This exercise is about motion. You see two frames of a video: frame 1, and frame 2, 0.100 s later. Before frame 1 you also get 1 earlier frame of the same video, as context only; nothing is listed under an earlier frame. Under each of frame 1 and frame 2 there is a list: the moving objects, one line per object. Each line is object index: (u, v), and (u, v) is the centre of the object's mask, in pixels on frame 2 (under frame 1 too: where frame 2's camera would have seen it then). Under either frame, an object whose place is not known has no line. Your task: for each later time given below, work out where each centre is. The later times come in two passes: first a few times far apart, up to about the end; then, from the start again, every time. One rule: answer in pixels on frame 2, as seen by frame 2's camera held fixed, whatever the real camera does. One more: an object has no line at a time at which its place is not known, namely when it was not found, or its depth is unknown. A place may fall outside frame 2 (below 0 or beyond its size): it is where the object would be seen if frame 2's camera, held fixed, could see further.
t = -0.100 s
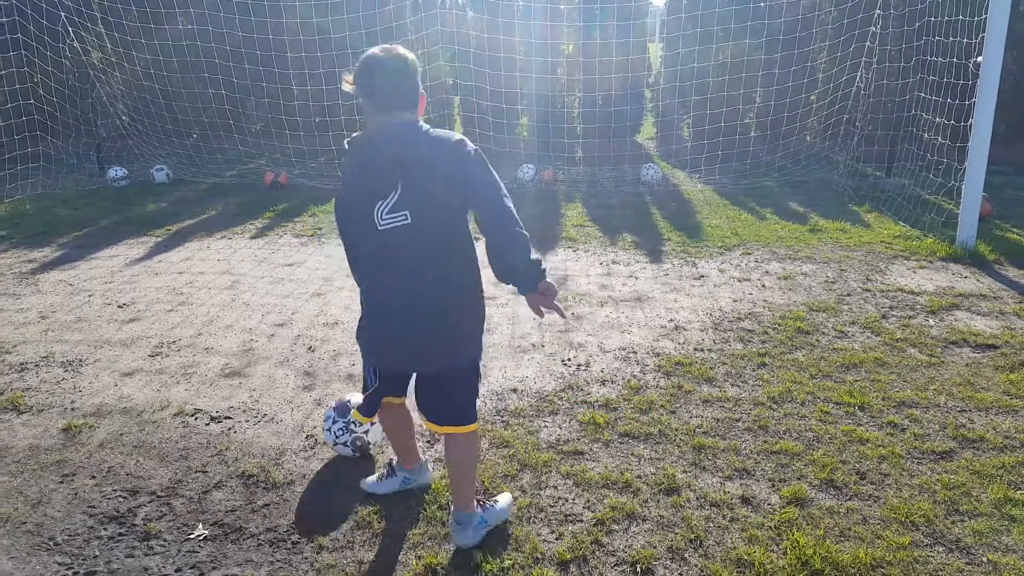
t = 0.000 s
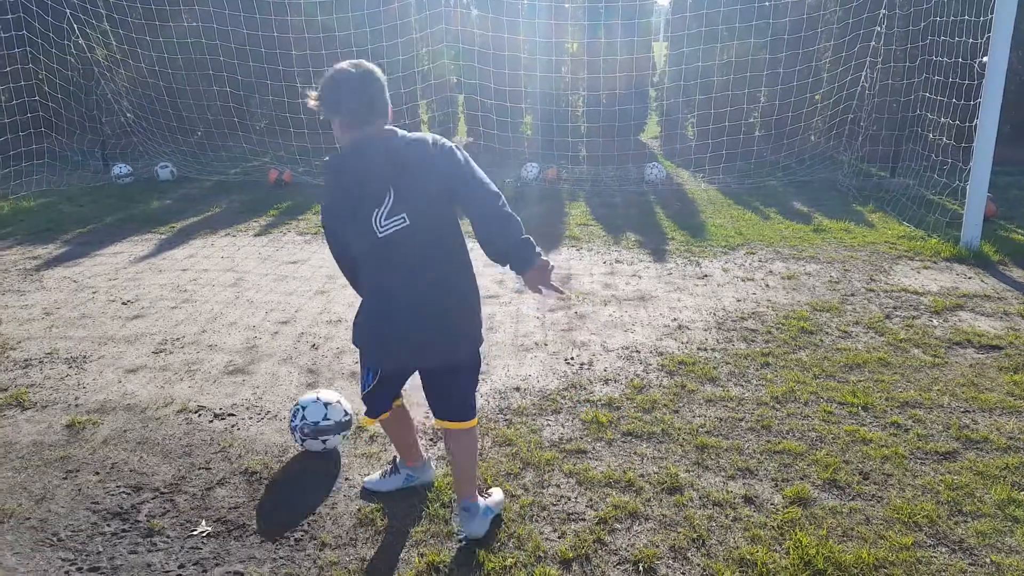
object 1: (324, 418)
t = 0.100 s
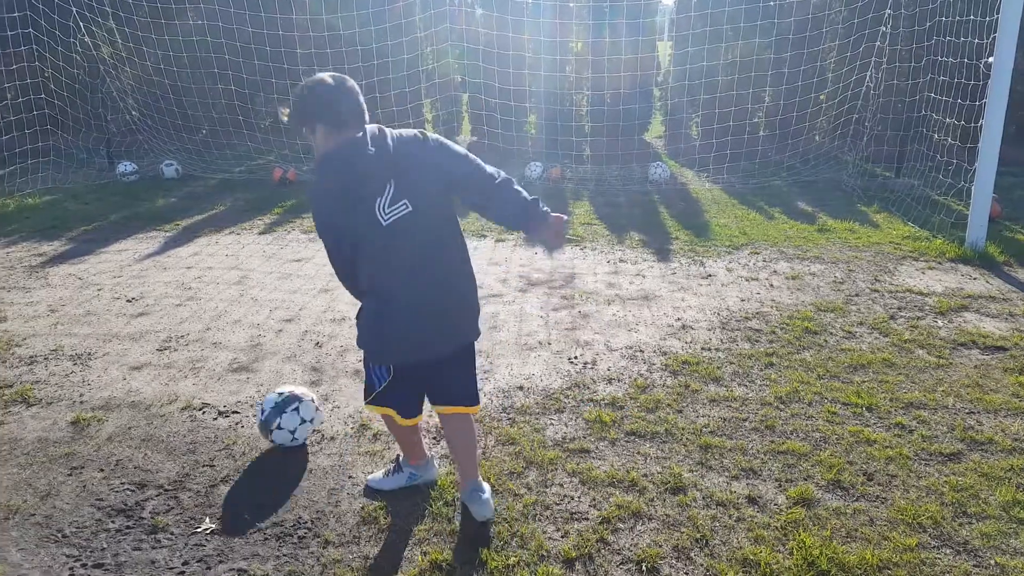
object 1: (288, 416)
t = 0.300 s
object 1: (224, 412)
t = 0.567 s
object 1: (143, 410)
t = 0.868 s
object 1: (56, 406)
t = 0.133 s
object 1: (278, 415)
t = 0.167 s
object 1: (266, 414)
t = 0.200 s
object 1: (255, 415)
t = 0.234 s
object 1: (245, 413)
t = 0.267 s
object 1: (235, 414)
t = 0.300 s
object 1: (224, 412)
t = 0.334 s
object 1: (213, 412)
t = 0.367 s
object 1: (203, 412)
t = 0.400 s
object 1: (193, 411)
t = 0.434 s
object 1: (183, 410)
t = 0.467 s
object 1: (173, 410)
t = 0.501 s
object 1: (164, 410)
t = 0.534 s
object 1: (153, 410)
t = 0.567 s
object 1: (143, 410)
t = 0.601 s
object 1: (133, 410)
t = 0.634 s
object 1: (122, 409)
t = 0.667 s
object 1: (113, 409)
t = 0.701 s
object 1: (102, 407)
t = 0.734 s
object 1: (94, 407)
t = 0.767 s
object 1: (84, 407)
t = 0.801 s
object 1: (75, 407)
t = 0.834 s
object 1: (65, 406)
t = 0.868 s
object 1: (56, 406)
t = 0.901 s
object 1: (47, 405)
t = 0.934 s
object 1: (38, 405)
